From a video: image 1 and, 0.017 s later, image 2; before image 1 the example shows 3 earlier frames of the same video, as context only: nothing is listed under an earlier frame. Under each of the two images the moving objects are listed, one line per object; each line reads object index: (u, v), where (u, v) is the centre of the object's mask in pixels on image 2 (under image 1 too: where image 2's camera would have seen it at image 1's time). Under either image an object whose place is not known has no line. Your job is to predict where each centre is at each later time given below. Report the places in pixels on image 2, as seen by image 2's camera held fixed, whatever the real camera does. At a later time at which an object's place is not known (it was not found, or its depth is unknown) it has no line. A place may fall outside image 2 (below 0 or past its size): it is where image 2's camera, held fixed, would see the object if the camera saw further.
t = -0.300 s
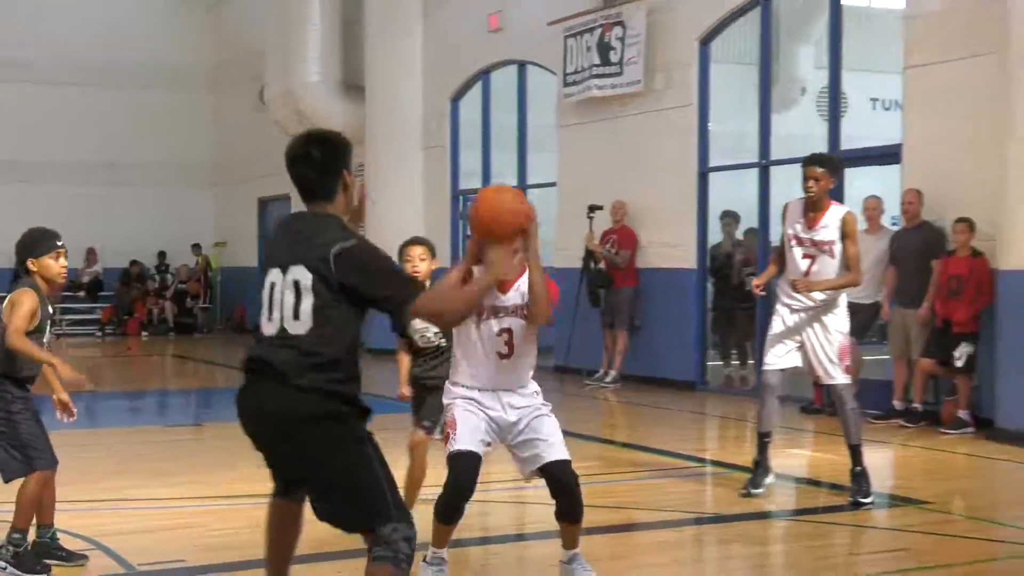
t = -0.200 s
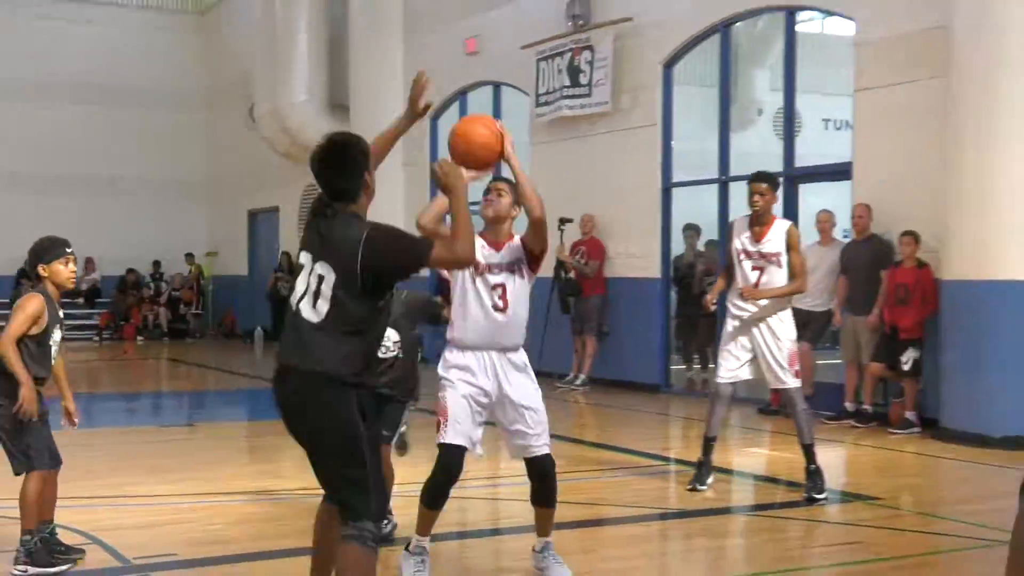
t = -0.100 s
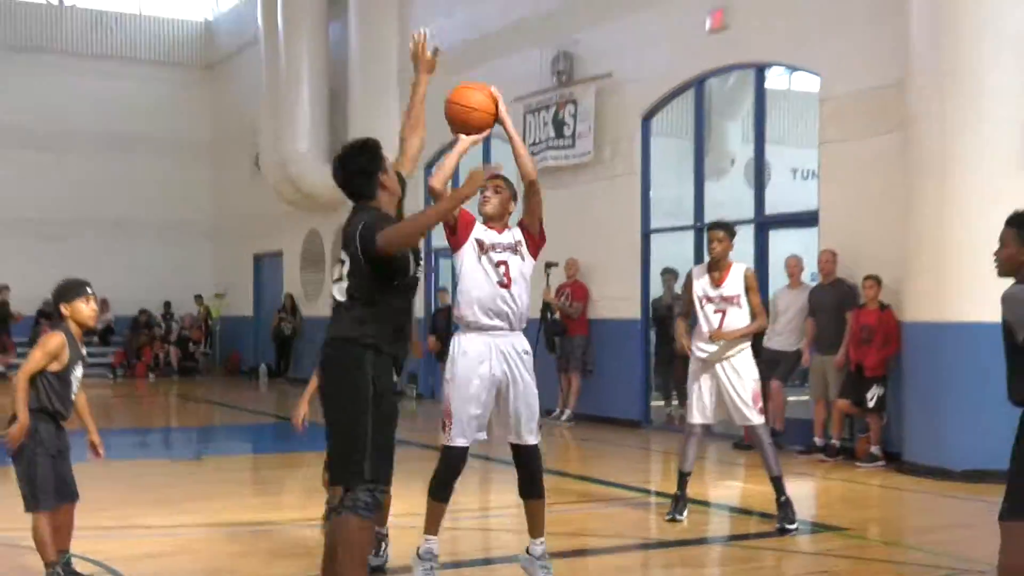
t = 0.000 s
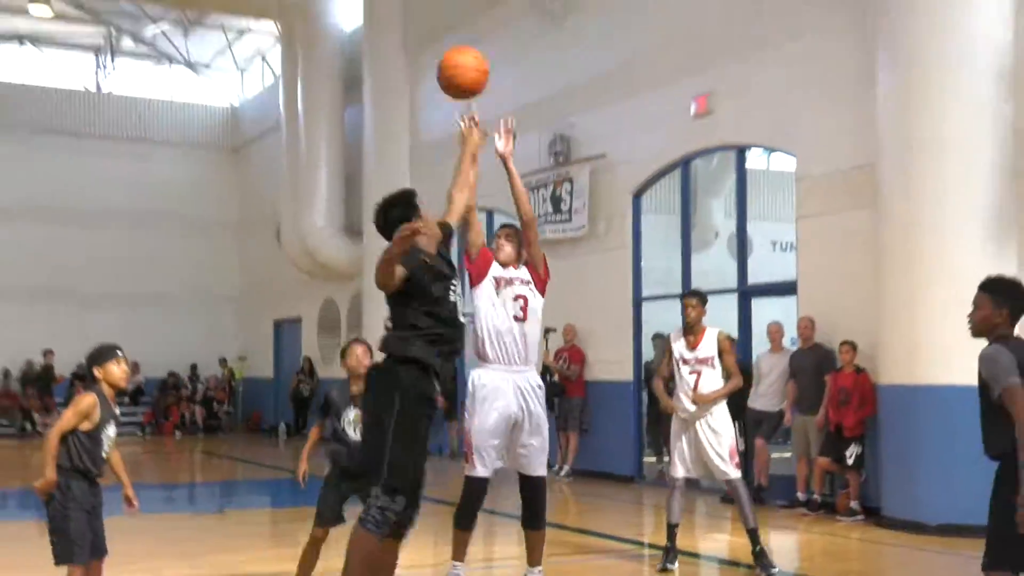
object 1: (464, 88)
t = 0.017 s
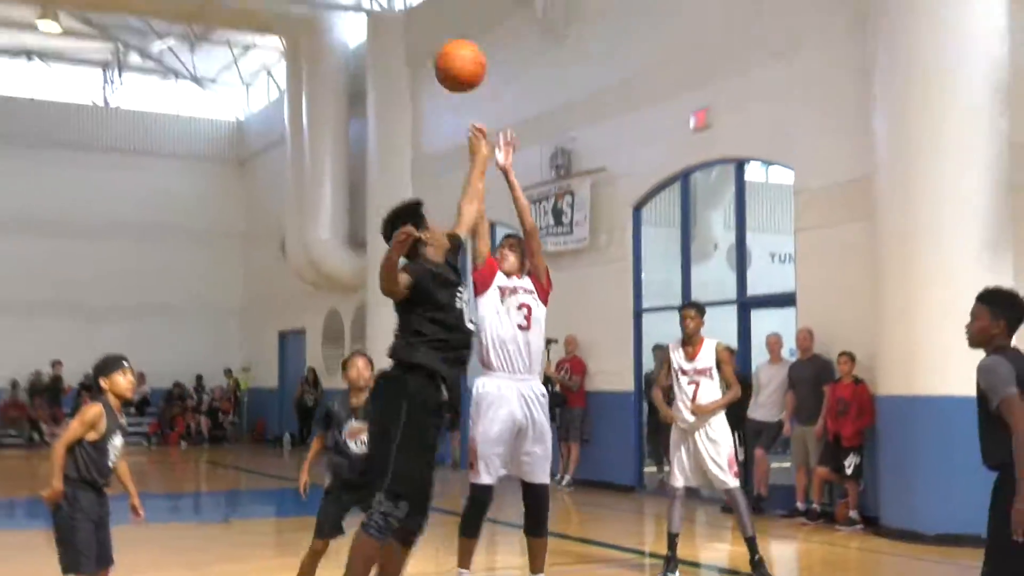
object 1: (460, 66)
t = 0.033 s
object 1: (458, 44)
